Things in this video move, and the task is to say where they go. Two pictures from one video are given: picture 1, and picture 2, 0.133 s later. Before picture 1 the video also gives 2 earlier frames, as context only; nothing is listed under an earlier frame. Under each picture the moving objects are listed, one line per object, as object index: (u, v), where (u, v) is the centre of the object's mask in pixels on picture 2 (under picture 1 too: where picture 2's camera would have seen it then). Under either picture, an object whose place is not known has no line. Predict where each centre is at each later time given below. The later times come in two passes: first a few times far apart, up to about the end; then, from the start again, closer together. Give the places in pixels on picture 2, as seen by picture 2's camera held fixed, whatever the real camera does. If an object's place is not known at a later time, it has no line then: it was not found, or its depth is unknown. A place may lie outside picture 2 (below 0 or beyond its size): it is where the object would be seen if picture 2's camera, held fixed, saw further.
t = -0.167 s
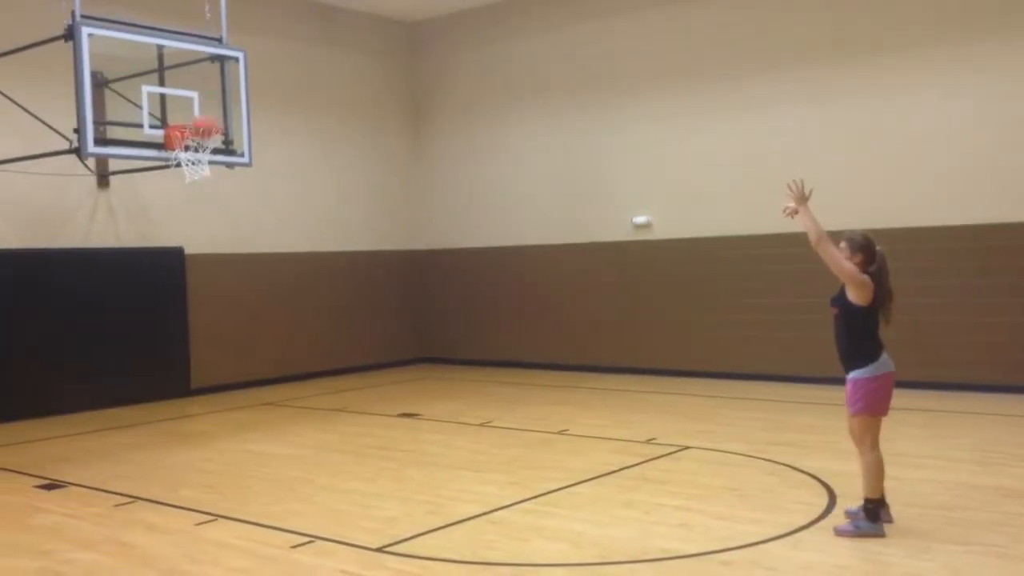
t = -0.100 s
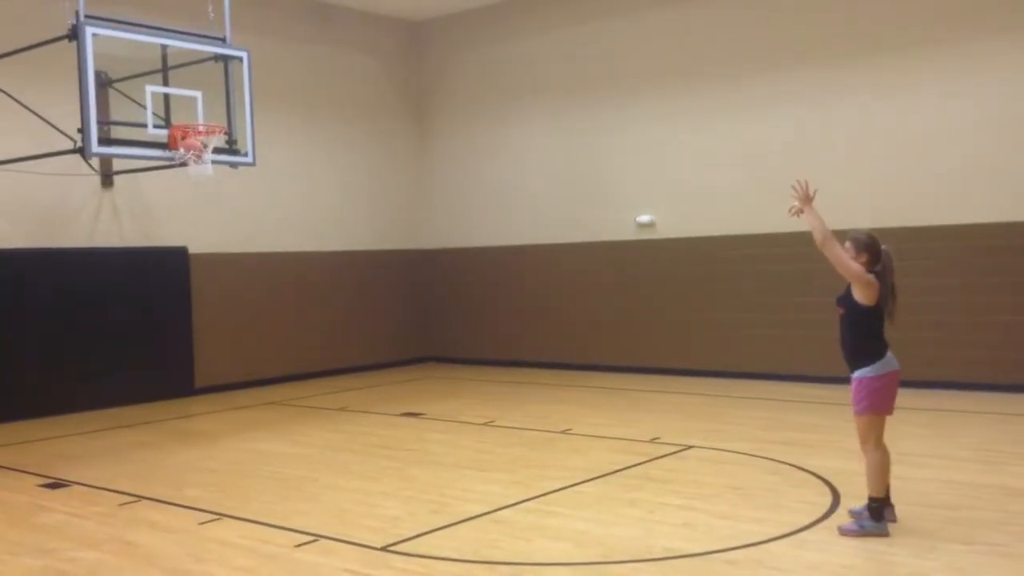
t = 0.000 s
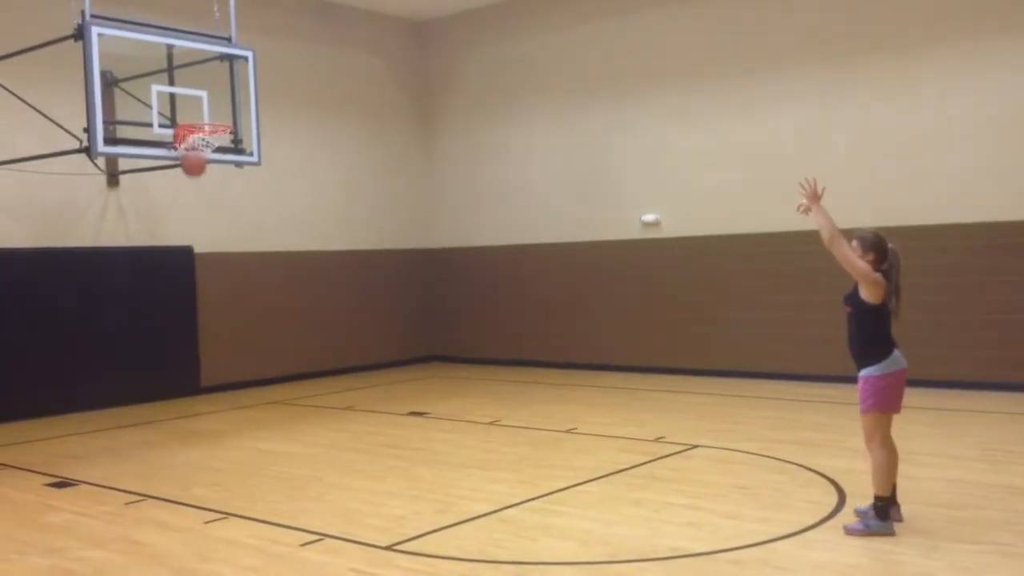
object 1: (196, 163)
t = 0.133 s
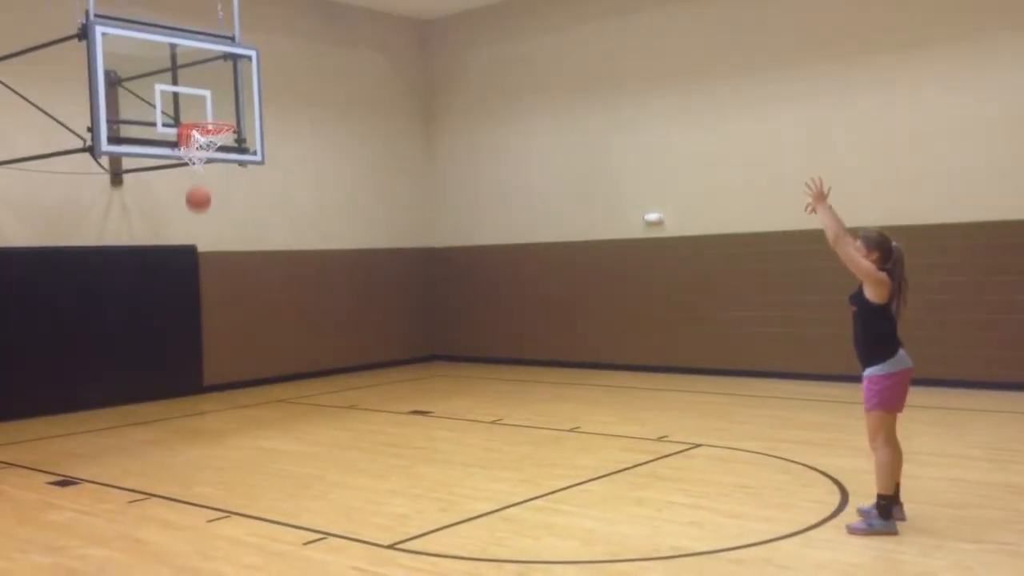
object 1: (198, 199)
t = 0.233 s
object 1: (200, 236)
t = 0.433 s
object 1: (204, 344)
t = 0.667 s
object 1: (210, 376)
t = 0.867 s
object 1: (215, 311)
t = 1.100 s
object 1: (223, 286)
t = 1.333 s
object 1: (235, 315)
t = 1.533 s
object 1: (245, 387)
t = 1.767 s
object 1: (255, 383)
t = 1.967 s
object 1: (263, 351)
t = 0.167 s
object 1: (199, 210)
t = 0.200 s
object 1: (199, 222)
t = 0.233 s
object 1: (200, 236)
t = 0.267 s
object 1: (200, 252)
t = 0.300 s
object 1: (201, 267)
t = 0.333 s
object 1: (201, 283)
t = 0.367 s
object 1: (202, 302)
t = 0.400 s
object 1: (203, 323)
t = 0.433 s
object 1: (204, 344)
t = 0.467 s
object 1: (205, 367)
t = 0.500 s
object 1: (205, 387)
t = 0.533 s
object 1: (208, 416)
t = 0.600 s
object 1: (208, 402)
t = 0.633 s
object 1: (209, 388)
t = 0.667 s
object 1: (210, 376)
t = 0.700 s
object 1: (210, 362)
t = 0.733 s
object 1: (211, 350)
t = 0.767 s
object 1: (213, 339)
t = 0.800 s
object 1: (213, 328)
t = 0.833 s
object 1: (214, 319)
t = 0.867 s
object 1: (215, 311)
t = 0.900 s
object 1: (216, 304)
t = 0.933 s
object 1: (217, 297)
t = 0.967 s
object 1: (218, 292)
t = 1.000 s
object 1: (219, 289)
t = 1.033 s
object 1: (220, 287)
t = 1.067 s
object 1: (222, 286)
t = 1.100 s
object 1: (223, 286)
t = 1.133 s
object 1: (225, 286)
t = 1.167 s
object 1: (226, 288)
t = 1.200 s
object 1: (228, 292)
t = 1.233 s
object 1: (230, 296)
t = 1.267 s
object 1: (231, 301)
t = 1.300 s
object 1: (233, 308)
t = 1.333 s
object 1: (235, 315)
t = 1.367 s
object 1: (236, 325)
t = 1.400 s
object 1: (238, 335)
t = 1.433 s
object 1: (240, 346)
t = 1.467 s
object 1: (241, 359)
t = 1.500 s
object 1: (243, 373)
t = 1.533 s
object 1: (245, 387)
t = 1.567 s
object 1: (246, 404)
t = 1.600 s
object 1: (247, 423)
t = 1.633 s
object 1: (249, 432)
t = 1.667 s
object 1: (250, 418)
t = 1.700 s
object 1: (252, 405)
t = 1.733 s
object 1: (254, 394)
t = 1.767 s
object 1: (255, 383)
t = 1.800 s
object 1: (257, 376)
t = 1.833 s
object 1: (258, 370)
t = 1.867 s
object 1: (260, 364)
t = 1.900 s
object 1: (261, 359)
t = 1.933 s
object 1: (262, 354)
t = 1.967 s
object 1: (263, 351)
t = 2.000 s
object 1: (265, 350)
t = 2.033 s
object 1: (267, 349)
